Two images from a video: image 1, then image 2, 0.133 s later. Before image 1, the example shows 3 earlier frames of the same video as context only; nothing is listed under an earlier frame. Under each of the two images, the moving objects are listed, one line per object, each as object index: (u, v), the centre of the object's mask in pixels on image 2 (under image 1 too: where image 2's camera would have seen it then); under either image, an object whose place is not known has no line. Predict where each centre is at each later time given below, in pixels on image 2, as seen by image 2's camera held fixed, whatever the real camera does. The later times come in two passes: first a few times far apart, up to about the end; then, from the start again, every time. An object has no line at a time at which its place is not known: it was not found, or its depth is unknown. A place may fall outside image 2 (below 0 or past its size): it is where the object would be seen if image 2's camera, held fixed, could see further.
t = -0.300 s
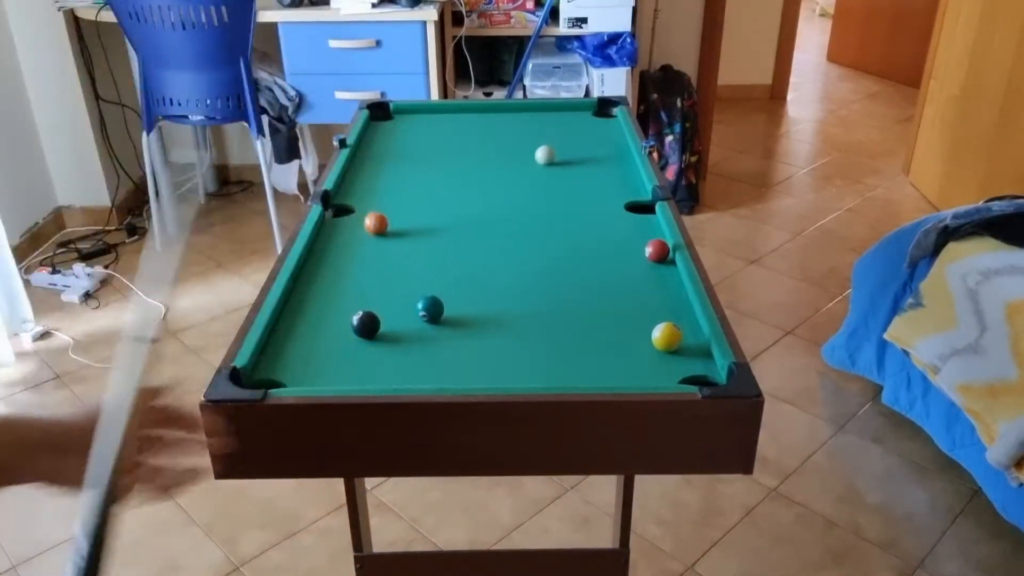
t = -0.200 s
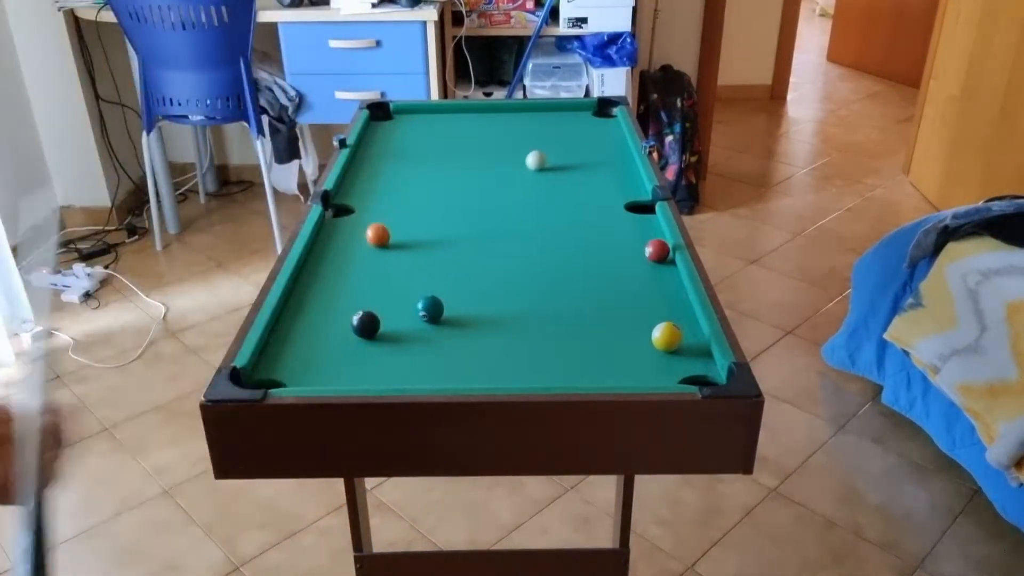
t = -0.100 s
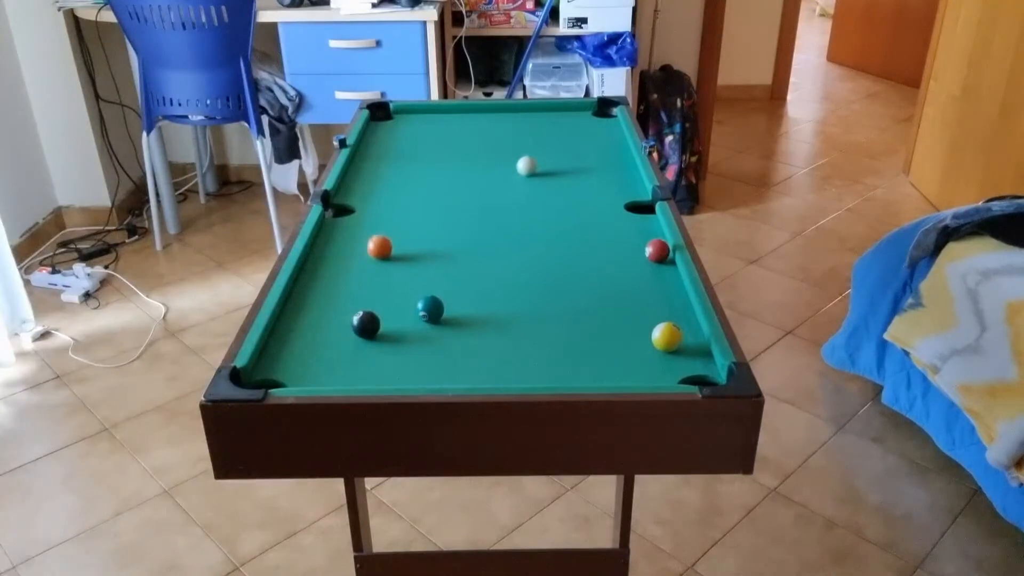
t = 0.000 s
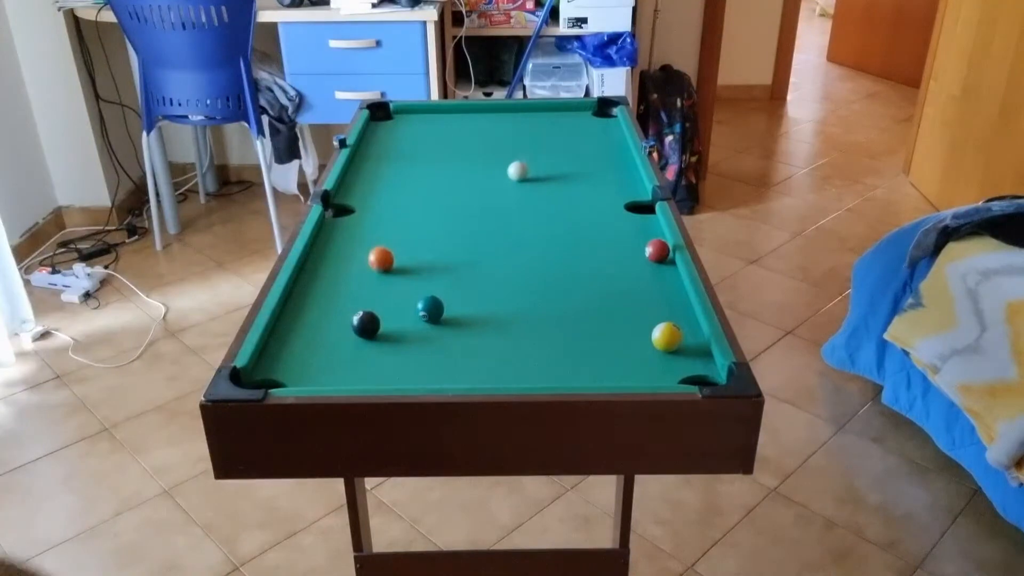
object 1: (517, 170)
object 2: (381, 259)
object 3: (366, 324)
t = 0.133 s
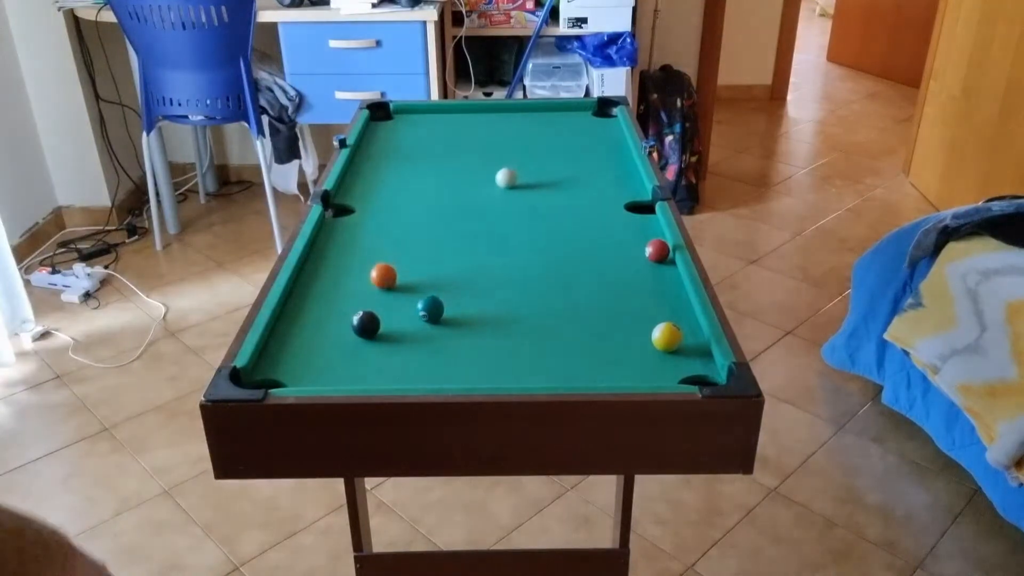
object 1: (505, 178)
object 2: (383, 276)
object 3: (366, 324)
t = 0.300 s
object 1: (491, 186)
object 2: (387, 298)
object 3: (366, 324)
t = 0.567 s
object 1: (468, 199)
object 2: (405, 327)
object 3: (355, 331)
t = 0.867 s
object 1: (445, 212)
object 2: (436, 351)
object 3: (341, 341)
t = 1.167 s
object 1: (425, 224)
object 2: (467, 373)
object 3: (331, 348)
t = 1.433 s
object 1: (410, 233)
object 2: (490, 371)
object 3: (328, 350)
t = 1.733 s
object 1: (396, 241)
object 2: (510, 364)
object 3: (327, 350)
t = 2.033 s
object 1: (386, 246)
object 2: (525, 357)
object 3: (327, 350)
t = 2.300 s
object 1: (380, 249)
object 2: (537, 354)
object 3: (327, 350)
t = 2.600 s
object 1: (379, 250)
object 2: (545, 350)
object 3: (327, 350)
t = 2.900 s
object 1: (378, 250)
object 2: (547, 350)
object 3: (327, 350)
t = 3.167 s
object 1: (378, 249)
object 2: (547, 351)
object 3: (327, 350)
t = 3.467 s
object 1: (378, 250)
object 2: (547, 351)
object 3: (327, 350)
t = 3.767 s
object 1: (378, 249)
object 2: (547, 351)
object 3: (327, 350)
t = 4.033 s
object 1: (378, 250)
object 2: (548, 351)
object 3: (327, 350)
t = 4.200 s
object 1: (378, 250)
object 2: (548, 351)
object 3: (327, 350)
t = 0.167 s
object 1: (502, 179)
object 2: (384, 280)
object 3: (366, 324)
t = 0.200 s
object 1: (499, 181)
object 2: (385, 285)
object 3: (366, 324)
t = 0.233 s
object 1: (497, 183)
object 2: (385, 289)
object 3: (365, 324)
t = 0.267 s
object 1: (494, 184)
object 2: (386, 294)
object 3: (365, 324)
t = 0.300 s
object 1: (491, 186)
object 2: (387, 298)
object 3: (366, 324)
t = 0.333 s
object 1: (488, 188)
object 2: (387, 303)
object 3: (366, 324)
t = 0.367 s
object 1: (485, 189)
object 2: (388, 307)
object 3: (366, 324)
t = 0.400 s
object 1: (482, 191)
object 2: (389, 311)
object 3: (366, 324)
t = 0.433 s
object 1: (480, 192)
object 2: (391, 315)
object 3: (364, 326)
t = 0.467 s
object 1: (477, 194)
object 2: (395, 318)
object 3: (362, 327)
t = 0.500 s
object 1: (474, 196)
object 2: (399, 321)
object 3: (359, 328)
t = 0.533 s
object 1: (471, 197)
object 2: (402, 324)
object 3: (357, 330)
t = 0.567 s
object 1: (468, 199)
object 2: (405, 327)
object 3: (355, 331)
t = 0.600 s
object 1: (466, 200)
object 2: (409, 330)
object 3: (353, 332)
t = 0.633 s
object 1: (463, 202)
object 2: (412, 333)
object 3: (352, 334)
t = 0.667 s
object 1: (460, 203)
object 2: (416, 335)
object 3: (350, 335)
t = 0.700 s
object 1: (458, 205)
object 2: (419, 338)
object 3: (348, 336)
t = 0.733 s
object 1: (455, 206)
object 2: (423, 340)
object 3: (347, 337)
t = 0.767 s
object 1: (453, 208)
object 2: (426, 343)
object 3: (345, 338)
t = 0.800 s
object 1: (450, 209)
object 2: (430, 346)
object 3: (344, 339)
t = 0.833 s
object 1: (448, 210)
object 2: (433, 349)
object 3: (342, 341)
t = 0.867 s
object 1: (445, 212)
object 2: (436, 351)
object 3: (341, 341)
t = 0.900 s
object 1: (442, 213)
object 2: (440, 354)
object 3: (339, 342)
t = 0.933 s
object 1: (440, 215)
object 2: (443, 357)
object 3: (338, 343)
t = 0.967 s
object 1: (438, 216)
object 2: (447, 360)
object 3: (337, 344)
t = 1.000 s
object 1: (436, 217)
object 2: (450, 362)
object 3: (336, 345)
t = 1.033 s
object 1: (433, 219)
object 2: (453, 365)
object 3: (335, 346)
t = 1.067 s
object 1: (431, 220)
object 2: (457, 367)
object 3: (334, 346)
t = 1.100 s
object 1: (429, 221)
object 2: (460, 369)
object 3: (333, 347)
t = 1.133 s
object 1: (427, 222)
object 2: (463, 371)
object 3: (332, 348)
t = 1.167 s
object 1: (425, 224)
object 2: (467, 373)
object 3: (331, 348)
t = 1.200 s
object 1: (423, 225)
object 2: (471, 374)
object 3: (331, 349)
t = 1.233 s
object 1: (421, 226)
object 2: (474, 375)
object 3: (330, 349)
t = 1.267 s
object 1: (419, 227)
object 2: (477, 375)
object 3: (330, 350)
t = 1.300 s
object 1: (417, 228)
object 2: (479, 374)
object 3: (329, 350)
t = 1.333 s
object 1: (415, 229)
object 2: (482, 373)
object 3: (329, 350)
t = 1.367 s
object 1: (413, 230)
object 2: (484, 373)
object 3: (328, 350)
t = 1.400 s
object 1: (412, 231)
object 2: (487, 372)
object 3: (328, 351)
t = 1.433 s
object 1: (410, 233)
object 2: (490, 371)
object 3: (328, 350)
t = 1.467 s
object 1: (408, 233)
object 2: (492, 370)
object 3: (328, 350)
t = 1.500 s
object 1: (407, 234)
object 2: (495, 369)
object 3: (327, 350)
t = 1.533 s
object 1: (405, 236)
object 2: (497, 369)
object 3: (327, 350)
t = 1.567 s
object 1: (403, 236)
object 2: (499, 368)
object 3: (327, 350)
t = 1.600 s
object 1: (402, 237)
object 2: (501, 367)
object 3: (327, 350)
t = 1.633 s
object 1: (400, 238)
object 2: (503, 366)
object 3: (327, 350)
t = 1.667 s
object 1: (399, 239)
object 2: (505, 365)
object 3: (327, 350)
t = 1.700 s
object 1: (398, 240)
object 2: (508, 364)
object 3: (327, 350)
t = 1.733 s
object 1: (396, 241)
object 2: (510, 364)
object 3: (327, 350)
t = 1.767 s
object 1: (395, 242)
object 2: (512, 363)
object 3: (327, 350)
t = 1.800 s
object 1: (394, 242)
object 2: (513, 362)
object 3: (327, 350)
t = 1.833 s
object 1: (392, 243)
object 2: (515, 361)
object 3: (327, 350)
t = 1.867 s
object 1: (391, 244)
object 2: (517, 361)
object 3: (327, 350)
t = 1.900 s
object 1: (390, 244)
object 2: (519, 360)
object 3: (327, 350)
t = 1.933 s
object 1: (389, 245)
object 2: (520, 359)
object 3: (327, 350)
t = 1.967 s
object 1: (388, 245)
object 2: (522, 358)
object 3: (327, 350)
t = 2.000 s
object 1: (387, 246)
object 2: (524, 357)
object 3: (327, 350)
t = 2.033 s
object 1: (386, 246)
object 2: (525, 357)
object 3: (327, 350)
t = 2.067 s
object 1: (385, 247)
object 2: (527, 357)
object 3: (327, 350)
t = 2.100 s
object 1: (385, 247)
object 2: (528, 356)
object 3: (327, 350)
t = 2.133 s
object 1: (384, 248)
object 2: (530, 356)
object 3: (327, 350)
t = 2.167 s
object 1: (383, 248)
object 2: (531, 355)
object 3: (327, 350)
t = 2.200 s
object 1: (382, 248)
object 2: (533, 355)
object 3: (327, 350)
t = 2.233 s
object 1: (382, 249)
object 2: (535, 354)
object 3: (327, 350)
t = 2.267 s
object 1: (381, 249)
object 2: (536, 354)
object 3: (327, 350)
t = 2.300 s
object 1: (380, 249)
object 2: (537, 354)
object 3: (327, 350)
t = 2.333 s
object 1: (380, 249)
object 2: (539, 353)
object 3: (327, 350)
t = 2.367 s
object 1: (379, 249)
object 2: (540, 353)
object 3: (327, 350)
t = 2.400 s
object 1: (379, 249)
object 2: (541, 353)
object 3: (327, 350)
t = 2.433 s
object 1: (379, 249)
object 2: (542, 352)
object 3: (327, 349)
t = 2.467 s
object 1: (379, 249)
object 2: (543, 352)
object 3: (327, 350)
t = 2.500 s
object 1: (379, 250)
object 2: (544, 351)
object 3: (327, 349)
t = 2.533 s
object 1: (379, 250)
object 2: (544, 351)
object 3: (327, 350)
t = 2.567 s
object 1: (379, 250)
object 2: (545, 351)
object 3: (327, 350)
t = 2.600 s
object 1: (379, 250)
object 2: (545, 350)
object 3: (327, 350)
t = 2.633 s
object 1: (379, 249)
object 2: (546, 350)
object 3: (327, 350)
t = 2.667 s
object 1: (379, 249)
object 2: (546, 350)
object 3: (327, 350)
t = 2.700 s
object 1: (379, 249)
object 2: (546, 350)
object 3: (327, 350)
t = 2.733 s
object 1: (378, 249)
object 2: (546, 350)
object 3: (327, 349)
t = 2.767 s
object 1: (378, 250)
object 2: (547, 350)
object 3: (327, 350)
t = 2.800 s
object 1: (378, 249)
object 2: (547, 350)
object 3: (327, 350)
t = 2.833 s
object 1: (378, 249)
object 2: (547, 350)
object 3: (327, 350)
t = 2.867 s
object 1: (378, 249)
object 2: (547, 350)
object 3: (327, 350)
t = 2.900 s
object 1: (378, 250)
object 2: (547, 350)
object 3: (327, 350)
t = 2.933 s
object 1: (378, 250)
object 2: (547, 350)
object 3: (327, 350)
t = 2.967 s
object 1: (378, 250)
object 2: (547, 351)
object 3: (327, 350)
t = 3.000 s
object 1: (378, 250)
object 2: (547, 351)
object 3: (327, 350)
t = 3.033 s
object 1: (378, 250)
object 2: (547, 351)
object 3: (327, 350)
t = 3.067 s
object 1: (378, 249)
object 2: (548, 350)
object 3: (327, 350)
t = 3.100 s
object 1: (378, 249)
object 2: (548, 350)
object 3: (327, 350)
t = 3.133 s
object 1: (378, 249)
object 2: (548, 350)
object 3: (327, 350)
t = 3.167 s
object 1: (378, 249)
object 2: (547, 351)
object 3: (327, 350)
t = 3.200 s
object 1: (378, 249)
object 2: (547, 351)
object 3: (327, 350)
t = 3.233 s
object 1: (378, 249)
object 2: (548, 351)
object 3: (327, 350)
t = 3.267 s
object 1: (378, 249)
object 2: (547, 351)
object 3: (327, 350)
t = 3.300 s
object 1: (378, 249)
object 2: (547, 351)
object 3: (327, 350)
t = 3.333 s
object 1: (378, 250)
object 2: (547, 351)
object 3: (327, 350)
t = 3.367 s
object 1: (378, 249)
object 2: (547, 351)
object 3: (327, 350)
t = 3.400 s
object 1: (378, 250)
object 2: (548, 351)
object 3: (327, 350)
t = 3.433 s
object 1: (378, 249)
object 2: (547, 351)
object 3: (327, 350)
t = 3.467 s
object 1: (378, 250)
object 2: (547, 351)
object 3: (327, 350)
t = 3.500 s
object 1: (378, 249)
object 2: (548, 351)
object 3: (327, 350)
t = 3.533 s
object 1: (378, 249)
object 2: (547, 350)
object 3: (327, 350)
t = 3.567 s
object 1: (378, 249)
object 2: (548, 351)
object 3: (327, 350)
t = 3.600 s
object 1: (378, 249)
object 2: (547, 351)
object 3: (327, 350)
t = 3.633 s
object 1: (378, 250)
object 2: (547, 351)
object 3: (327, 350)
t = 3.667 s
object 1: (378, 250)
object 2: (547, 351)
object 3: (327, 350)
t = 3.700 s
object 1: (378, 249)
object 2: (547, 351)
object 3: (327, 350)
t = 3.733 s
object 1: (378, 249)
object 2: (547, 351)
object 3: (327, 350)
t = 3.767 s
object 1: (378, 249)
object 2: (547, 351)
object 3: (327, 350)
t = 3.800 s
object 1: (378, 250)
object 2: (547, 351)
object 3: (327, 350)
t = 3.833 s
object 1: (378, 250)
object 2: (547, 351)
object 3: (327, 350)
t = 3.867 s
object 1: (378, 250)
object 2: (547, 351)
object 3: (327, 350)
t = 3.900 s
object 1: (378, 249)
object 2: (547, 351)
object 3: (327, 350)
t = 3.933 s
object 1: (378, 249)
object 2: (547, 351)
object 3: (327, 350)
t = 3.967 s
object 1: (378, 250)
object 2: (548, 351)
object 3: (327, 350)
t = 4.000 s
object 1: (378, 250)
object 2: (548, 351)
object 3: (327, 350)
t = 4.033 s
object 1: (378, 250)
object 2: (548, 351)
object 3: (327, 350)
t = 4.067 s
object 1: (378, 250)
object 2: (548, 351)
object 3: (327, 350)
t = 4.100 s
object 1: (378, 250)
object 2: (548, 351)
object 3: (327, 350)
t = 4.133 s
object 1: (378, 250)
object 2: (548, 351)
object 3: (327, 350)
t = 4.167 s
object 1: (378, 250)
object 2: (547, 351)
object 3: (327, 350)
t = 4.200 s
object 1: (378, 250)
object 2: (548, 351)
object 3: (327, 350)
